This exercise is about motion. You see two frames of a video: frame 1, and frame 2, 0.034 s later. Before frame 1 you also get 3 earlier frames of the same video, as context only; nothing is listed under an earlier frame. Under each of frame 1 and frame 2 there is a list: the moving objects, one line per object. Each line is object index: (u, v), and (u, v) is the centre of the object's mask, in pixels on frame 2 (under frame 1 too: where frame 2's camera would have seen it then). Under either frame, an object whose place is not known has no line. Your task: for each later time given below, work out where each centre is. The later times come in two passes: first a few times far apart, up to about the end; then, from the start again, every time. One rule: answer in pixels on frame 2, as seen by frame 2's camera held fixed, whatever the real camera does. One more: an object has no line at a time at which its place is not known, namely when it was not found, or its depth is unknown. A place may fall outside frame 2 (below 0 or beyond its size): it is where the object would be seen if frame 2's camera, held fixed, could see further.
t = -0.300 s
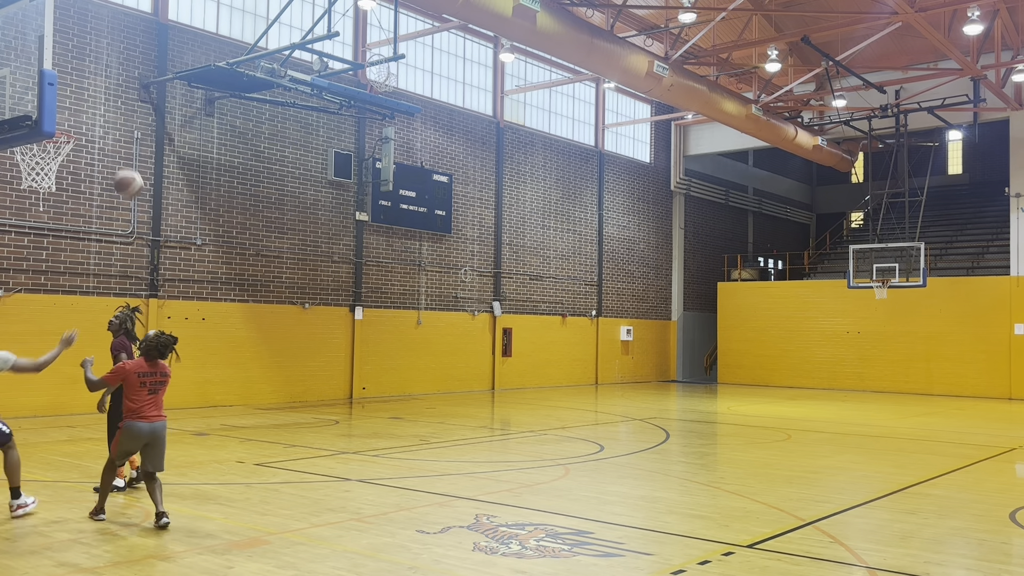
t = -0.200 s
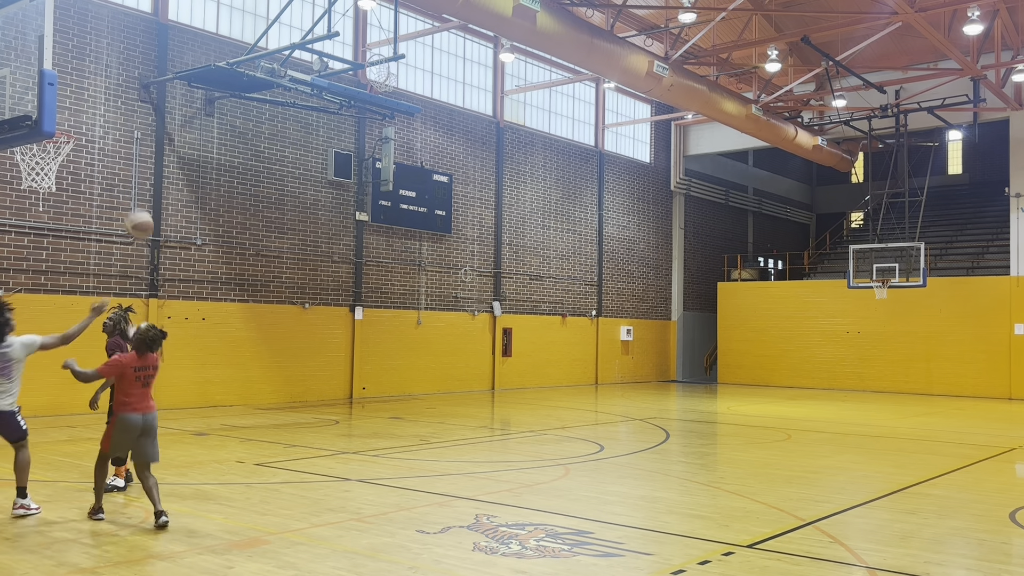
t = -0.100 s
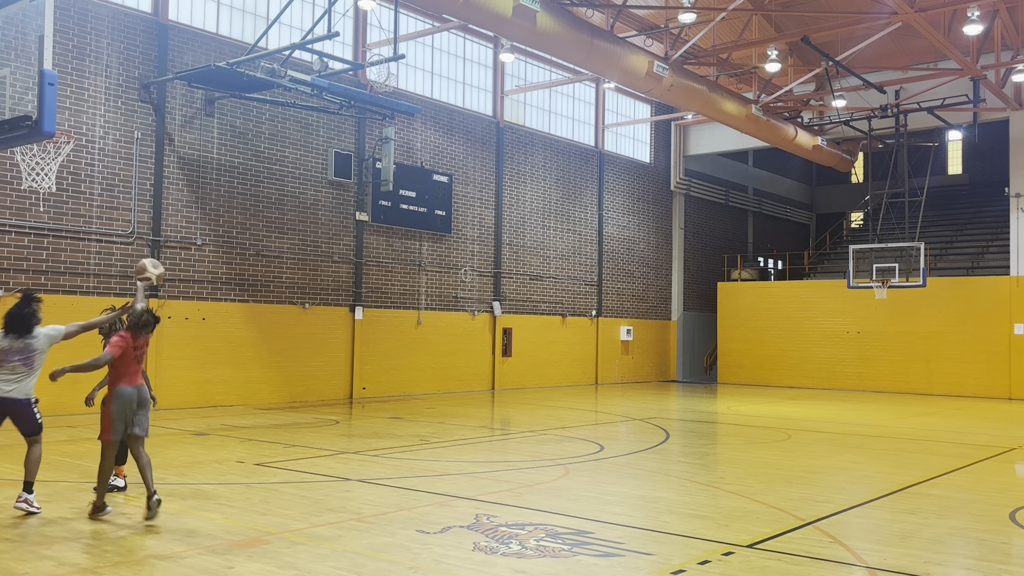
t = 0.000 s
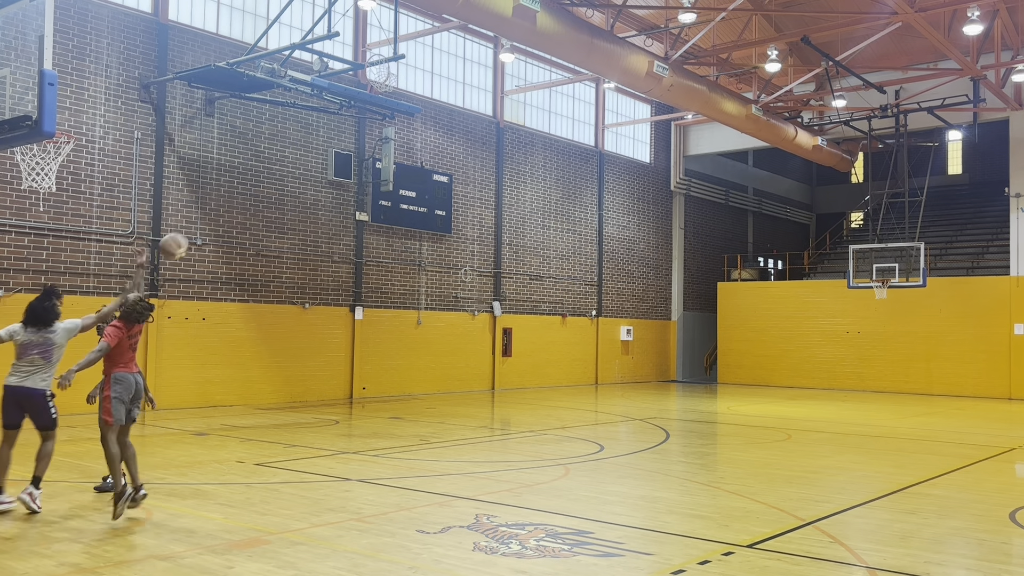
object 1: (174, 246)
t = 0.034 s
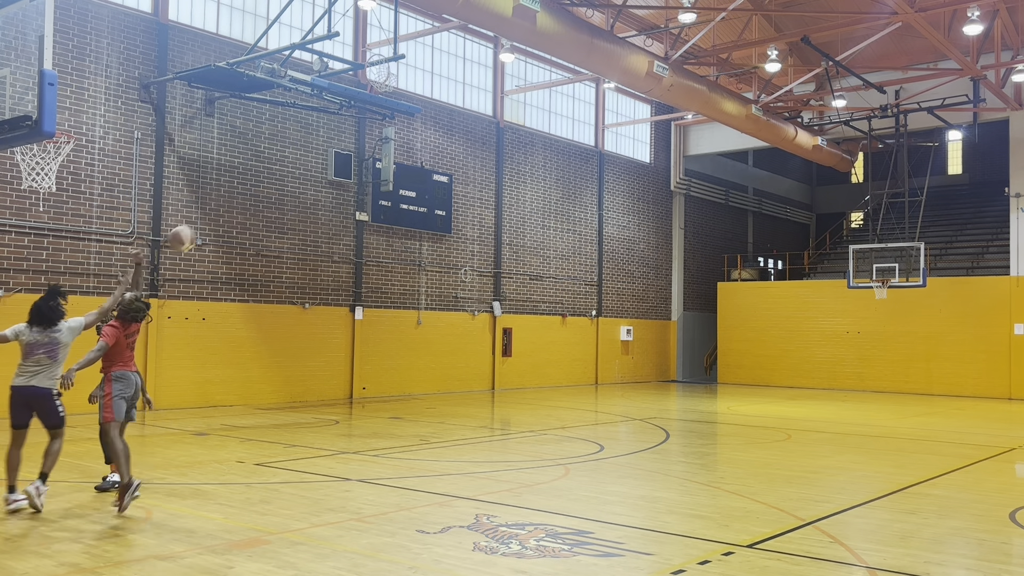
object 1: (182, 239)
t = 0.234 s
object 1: (228, 221)
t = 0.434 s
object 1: (268, 244)
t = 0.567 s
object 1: (293, 278)
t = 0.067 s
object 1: (191, 233)
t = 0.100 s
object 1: (198, 228)
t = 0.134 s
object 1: (206, 224)
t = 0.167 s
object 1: (213, 223)
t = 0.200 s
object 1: (221, 221)
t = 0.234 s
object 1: (228, 221)
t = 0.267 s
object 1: (235, 222)
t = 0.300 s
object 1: (242, 224)
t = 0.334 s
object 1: (249, 227)
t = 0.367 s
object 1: (255, 232)
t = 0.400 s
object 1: (261, 237)
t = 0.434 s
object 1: (268, 244)
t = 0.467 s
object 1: (275, 251)
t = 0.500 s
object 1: (281, 258)
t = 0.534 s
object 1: (287, 268)
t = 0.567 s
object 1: (293, 278)
